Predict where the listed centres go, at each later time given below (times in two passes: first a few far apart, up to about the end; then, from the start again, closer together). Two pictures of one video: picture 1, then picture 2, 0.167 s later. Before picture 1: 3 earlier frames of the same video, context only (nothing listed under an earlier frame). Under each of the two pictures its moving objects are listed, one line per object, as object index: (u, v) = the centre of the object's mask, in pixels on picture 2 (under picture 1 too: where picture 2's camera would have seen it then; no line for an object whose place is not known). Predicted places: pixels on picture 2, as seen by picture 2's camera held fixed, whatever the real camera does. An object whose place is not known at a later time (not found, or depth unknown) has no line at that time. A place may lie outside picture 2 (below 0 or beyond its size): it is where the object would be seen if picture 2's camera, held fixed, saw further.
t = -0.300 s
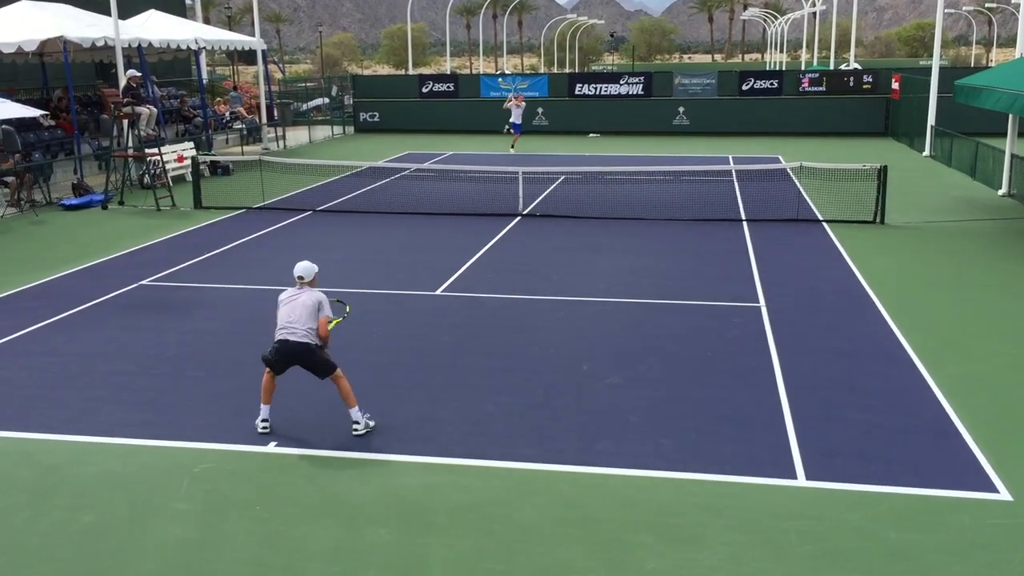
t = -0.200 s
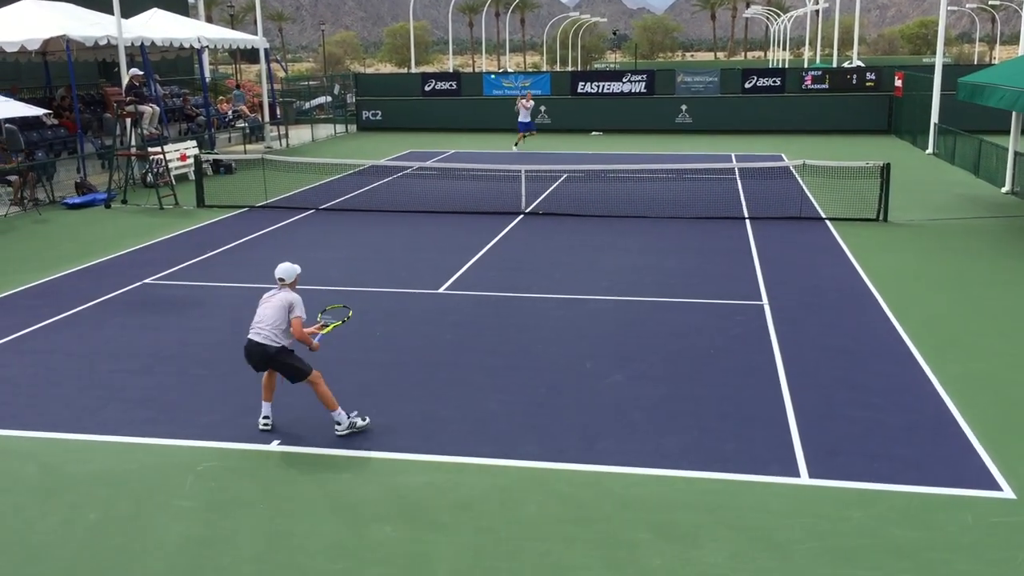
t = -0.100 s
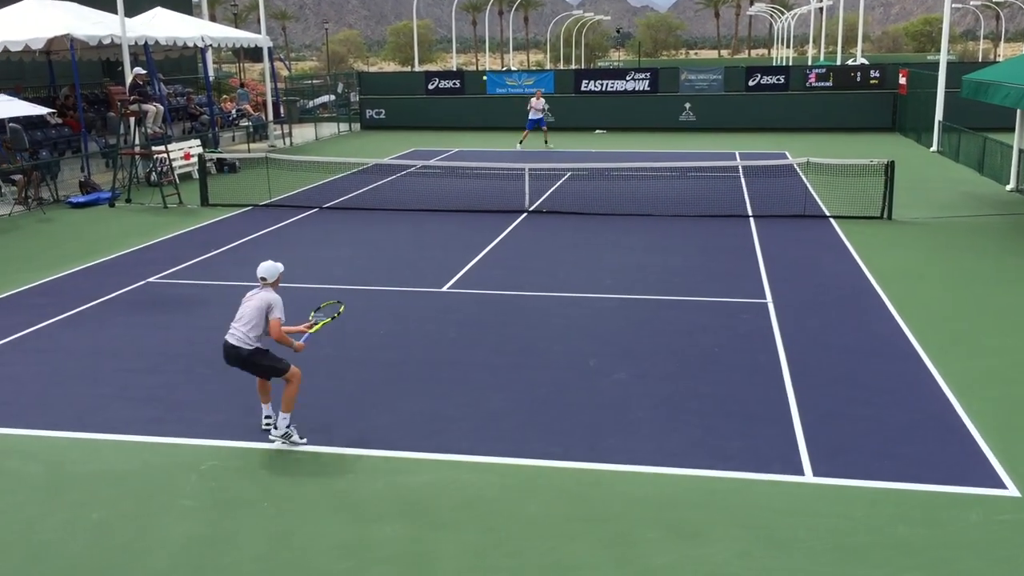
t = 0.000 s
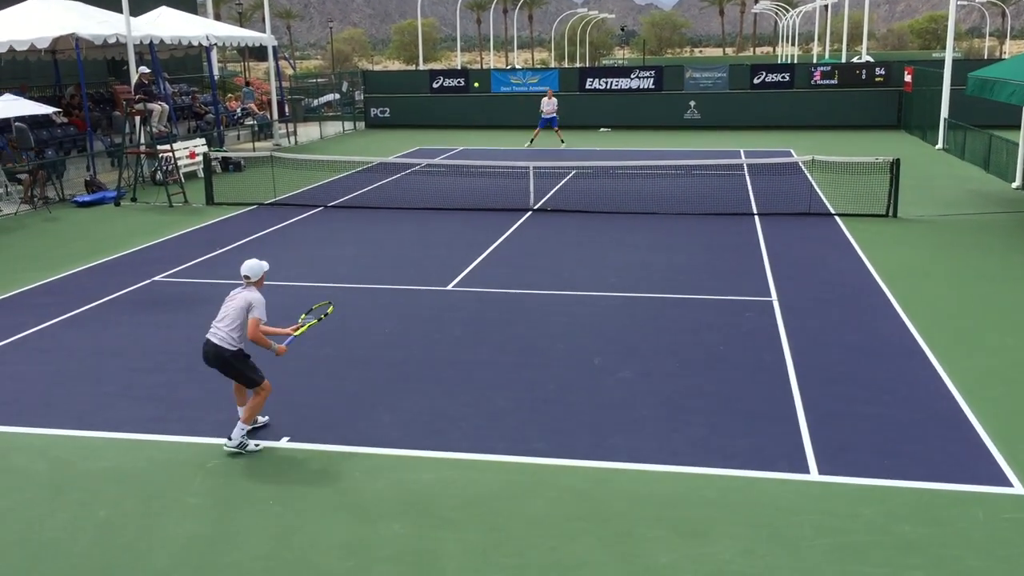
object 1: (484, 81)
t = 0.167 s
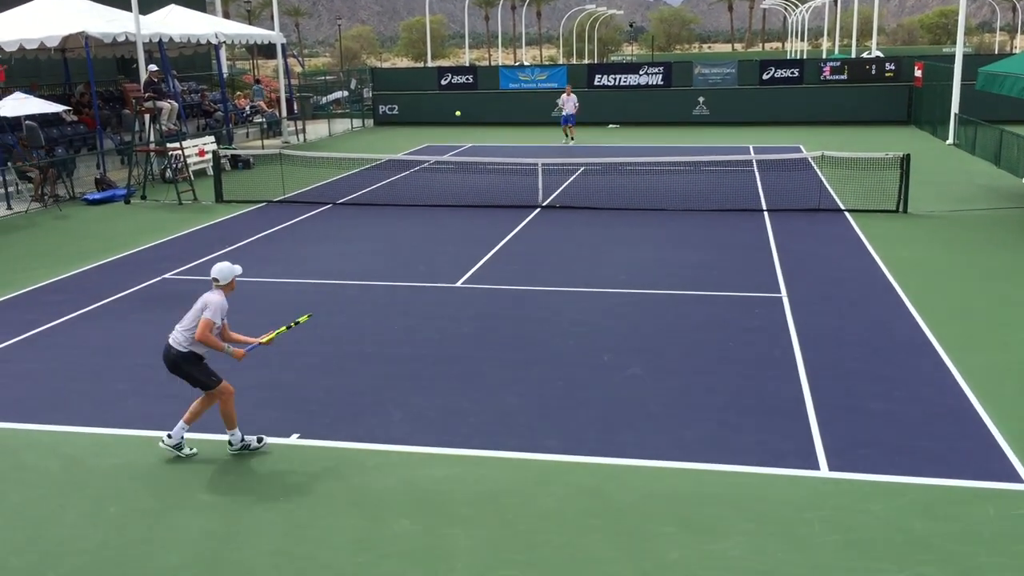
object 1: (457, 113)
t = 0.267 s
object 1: (438, 146)
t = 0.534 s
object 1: (363, 309)
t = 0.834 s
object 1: (284, 312)
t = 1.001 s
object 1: (231, 319)
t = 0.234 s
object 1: (445, 133)
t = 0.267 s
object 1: (438, 146)
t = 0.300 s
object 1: (430, 160)
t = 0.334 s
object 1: (423, 174)
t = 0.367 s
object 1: (415, 192)
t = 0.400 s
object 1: (405, 211)
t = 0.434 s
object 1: (396, 232)
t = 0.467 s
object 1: (386, 255)
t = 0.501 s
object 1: (375, 281)
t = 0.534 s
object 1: (363, 309)
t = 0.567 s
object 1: (351, 341)
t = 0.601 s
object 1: (340, 357)
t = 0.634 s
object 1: (333, 347)
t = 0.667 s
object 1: (326, 339)
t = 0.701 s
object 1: (318, 332)
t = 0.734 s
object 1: (310, 325)
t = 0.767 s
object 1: (302, 320)
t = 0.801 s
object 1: (293, 315)
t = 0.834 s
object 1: (284, 312)
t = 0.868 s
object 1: (274, 311)
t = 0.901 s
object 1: (264, 310)
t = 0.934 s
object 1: (253, 311)
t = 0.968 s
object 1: (242, 314)
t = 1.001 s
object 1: (231, 319)
